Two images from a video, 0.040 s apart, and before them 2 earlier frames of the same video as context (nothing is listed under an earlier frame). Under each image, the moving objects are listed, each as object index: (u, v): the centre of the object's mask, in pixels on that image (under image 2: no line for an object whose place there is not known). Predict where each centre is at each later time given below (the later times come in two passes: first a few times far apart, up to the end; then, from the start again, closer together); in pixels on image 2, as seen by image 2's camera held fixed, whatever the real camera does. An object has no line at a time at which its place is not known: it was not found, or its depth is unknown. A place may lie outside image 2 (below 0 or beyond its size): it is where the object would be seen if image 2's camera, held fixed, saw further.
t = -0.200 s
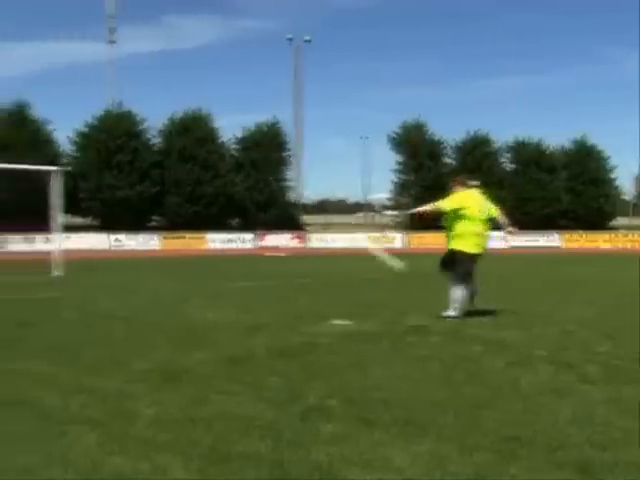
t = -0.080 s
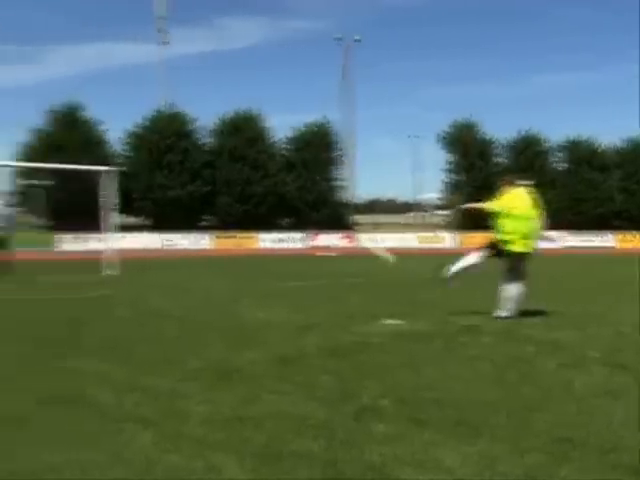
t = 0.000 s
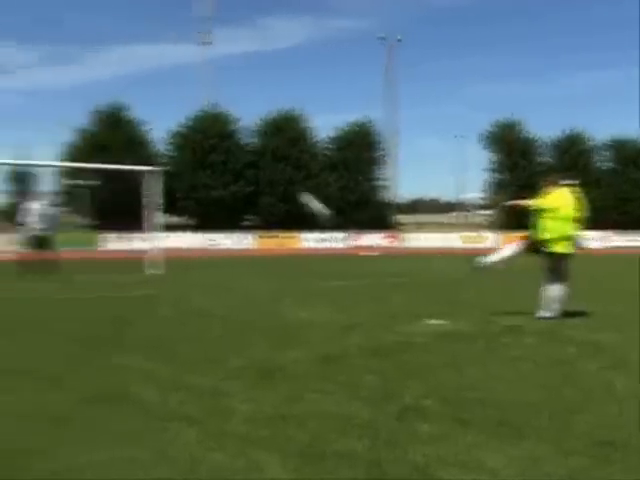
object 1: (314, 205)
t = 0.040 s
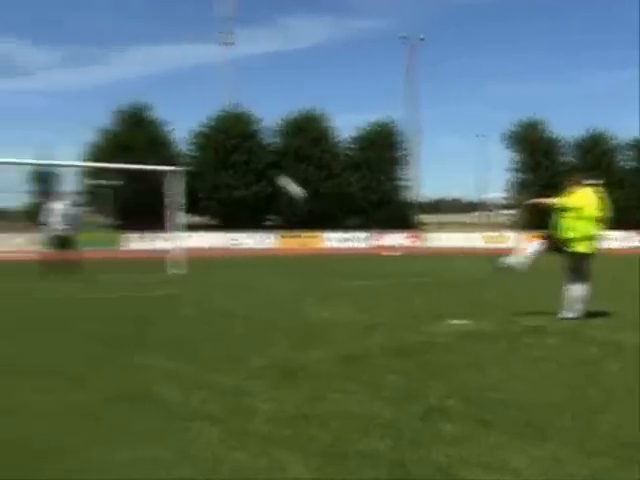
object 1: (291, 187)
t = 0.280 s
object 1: (79, 126)
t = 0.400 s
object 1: (10, 116)
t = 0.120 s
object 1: (210, 158)
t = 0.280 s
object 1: (79, 126)
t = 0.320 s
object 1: (55, 121)
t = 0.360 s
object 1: (31, 118)
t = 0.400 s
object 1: (10, 116)
